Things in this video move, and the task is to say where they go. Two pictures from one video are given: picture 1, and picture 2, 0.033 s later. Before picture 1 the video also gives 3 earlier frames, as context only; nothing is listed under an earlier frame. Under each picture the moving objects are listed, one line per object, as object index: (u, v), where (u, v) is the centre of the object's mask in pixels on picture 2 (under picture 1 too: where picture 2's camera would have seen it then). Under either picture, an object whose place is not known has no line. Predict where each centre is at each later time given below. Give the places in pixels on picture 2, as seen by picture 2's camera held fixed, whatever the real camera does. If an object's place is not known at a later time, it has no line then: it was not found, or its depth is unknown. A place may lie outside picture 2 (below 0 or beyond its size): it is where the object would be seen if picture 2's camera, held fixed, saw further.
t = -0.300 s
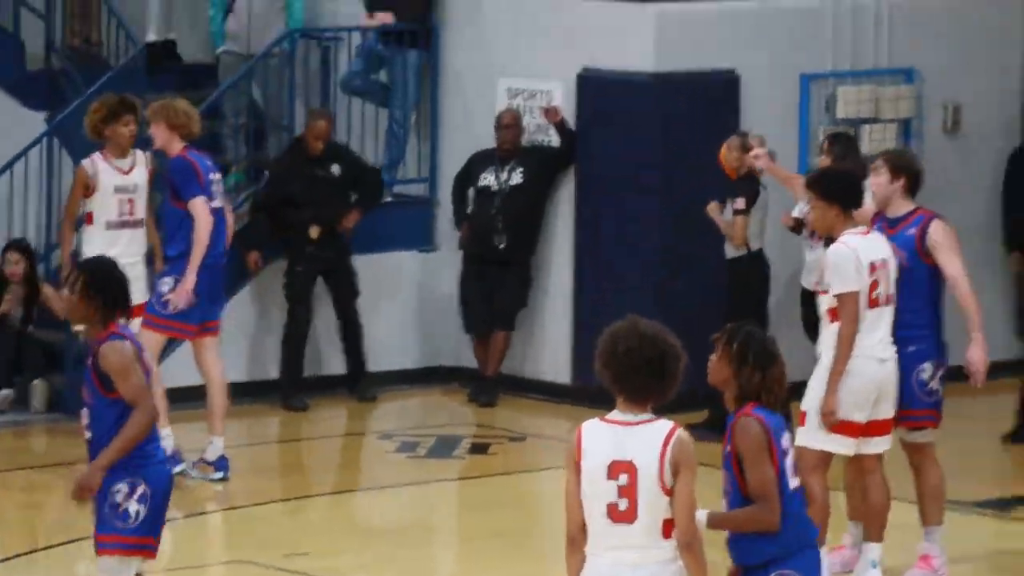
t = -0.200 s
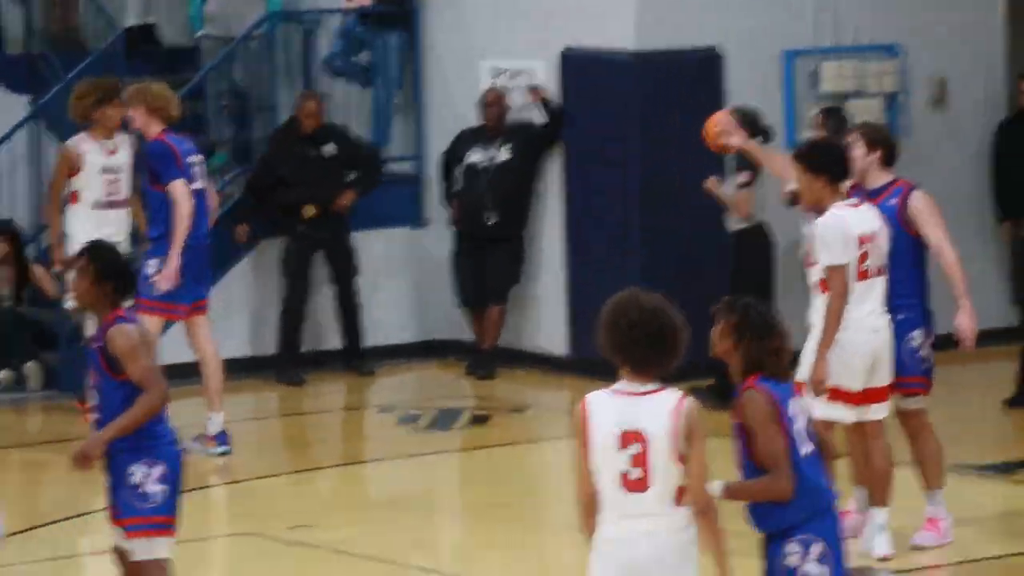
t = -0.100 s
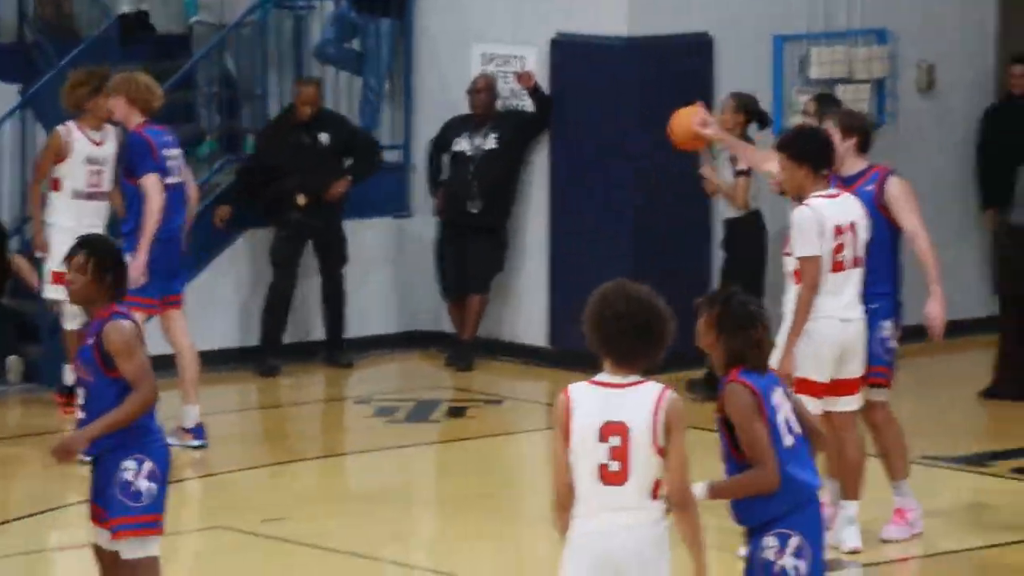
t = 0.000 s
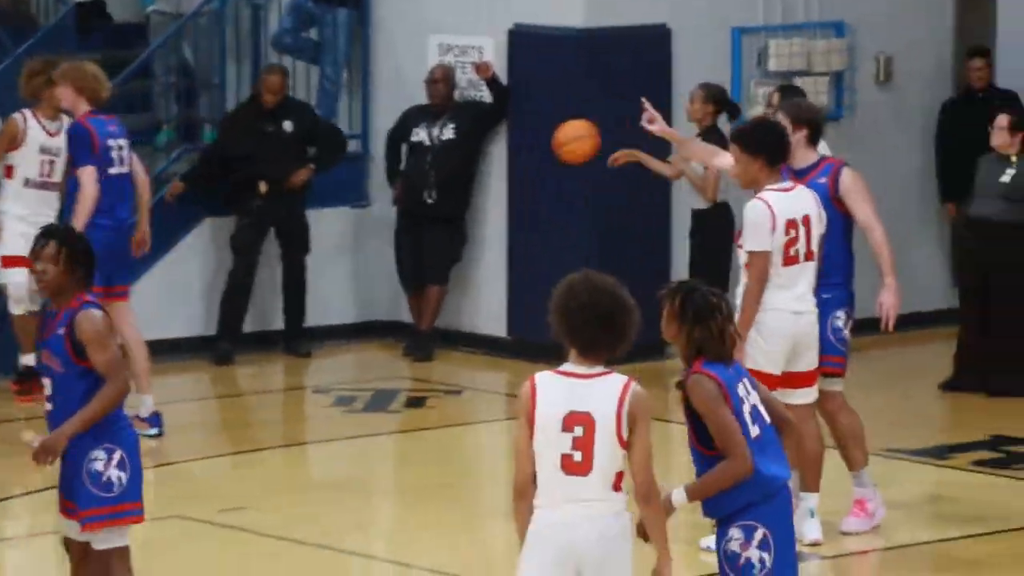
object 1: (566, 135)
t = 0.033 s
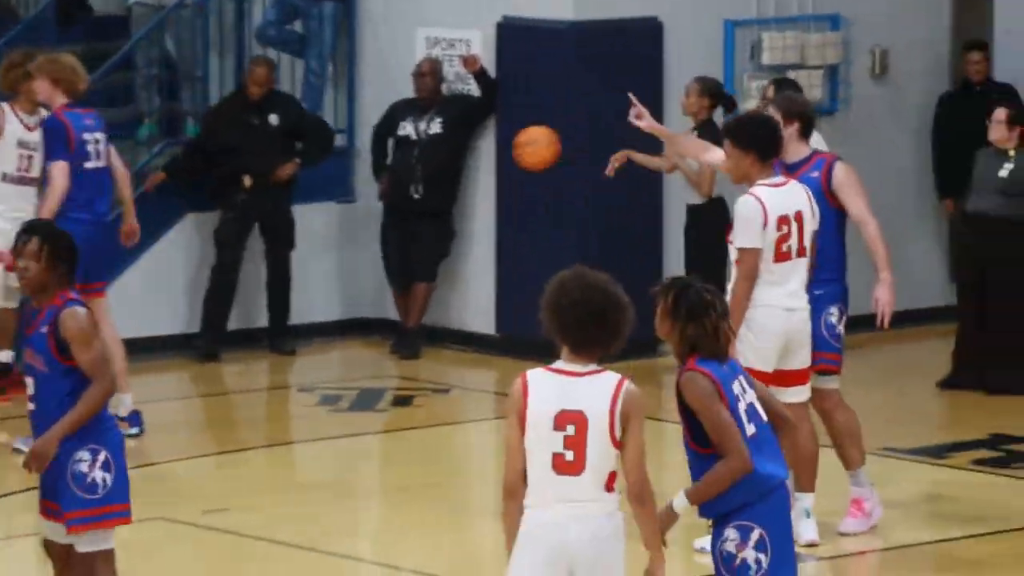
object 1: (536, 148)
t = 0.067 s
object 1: (506, 162)
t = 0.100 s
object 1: (475, 179)
